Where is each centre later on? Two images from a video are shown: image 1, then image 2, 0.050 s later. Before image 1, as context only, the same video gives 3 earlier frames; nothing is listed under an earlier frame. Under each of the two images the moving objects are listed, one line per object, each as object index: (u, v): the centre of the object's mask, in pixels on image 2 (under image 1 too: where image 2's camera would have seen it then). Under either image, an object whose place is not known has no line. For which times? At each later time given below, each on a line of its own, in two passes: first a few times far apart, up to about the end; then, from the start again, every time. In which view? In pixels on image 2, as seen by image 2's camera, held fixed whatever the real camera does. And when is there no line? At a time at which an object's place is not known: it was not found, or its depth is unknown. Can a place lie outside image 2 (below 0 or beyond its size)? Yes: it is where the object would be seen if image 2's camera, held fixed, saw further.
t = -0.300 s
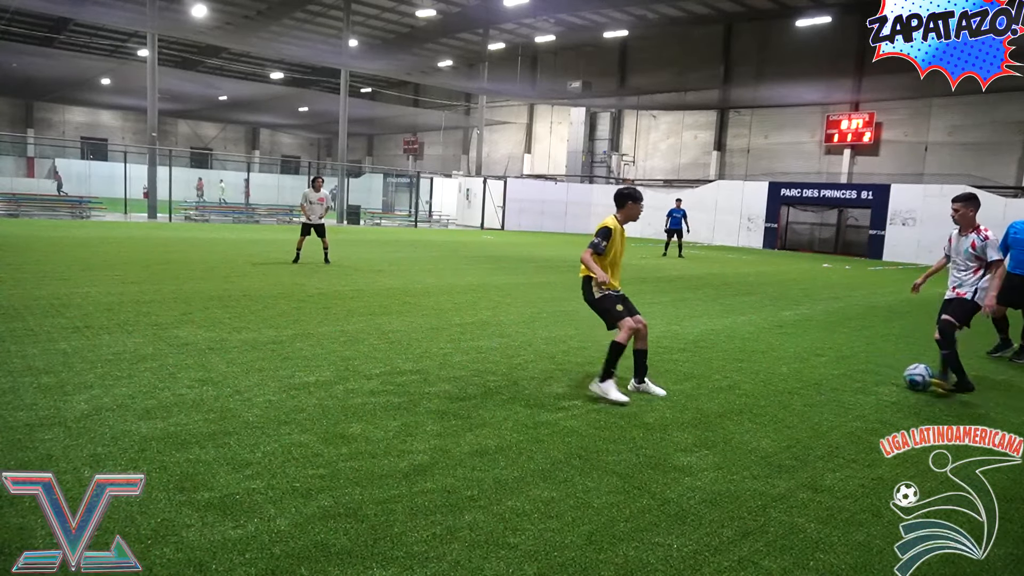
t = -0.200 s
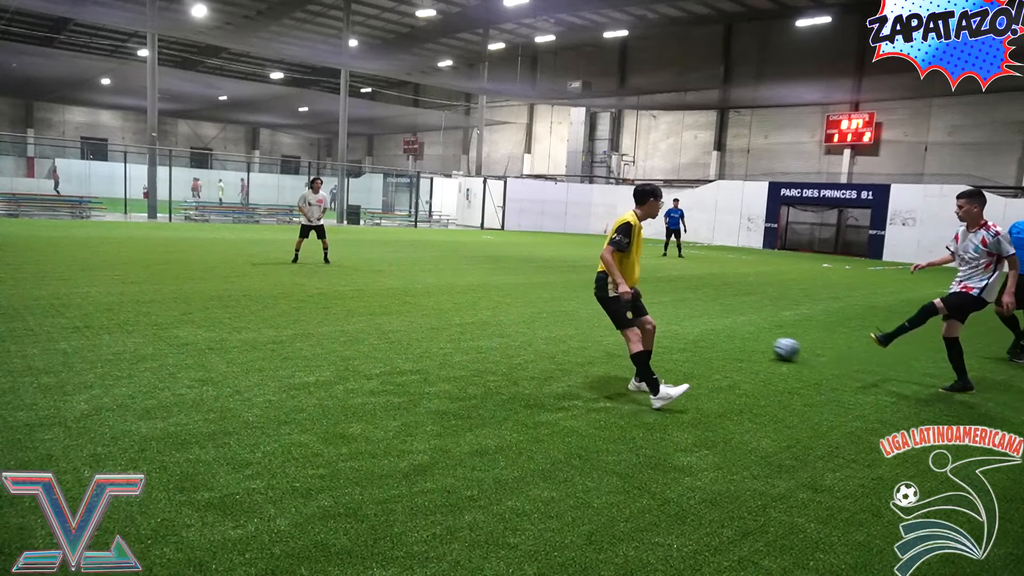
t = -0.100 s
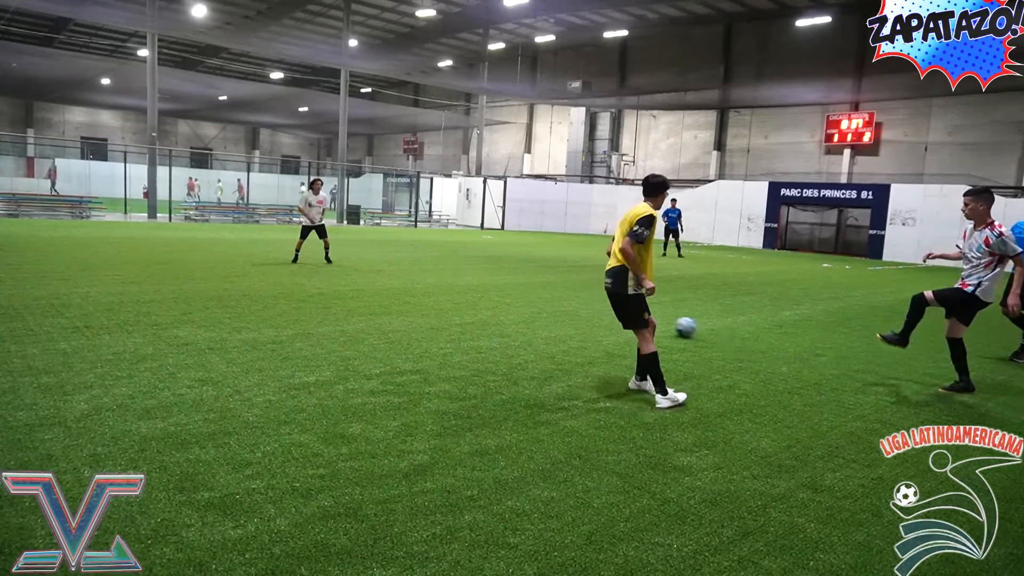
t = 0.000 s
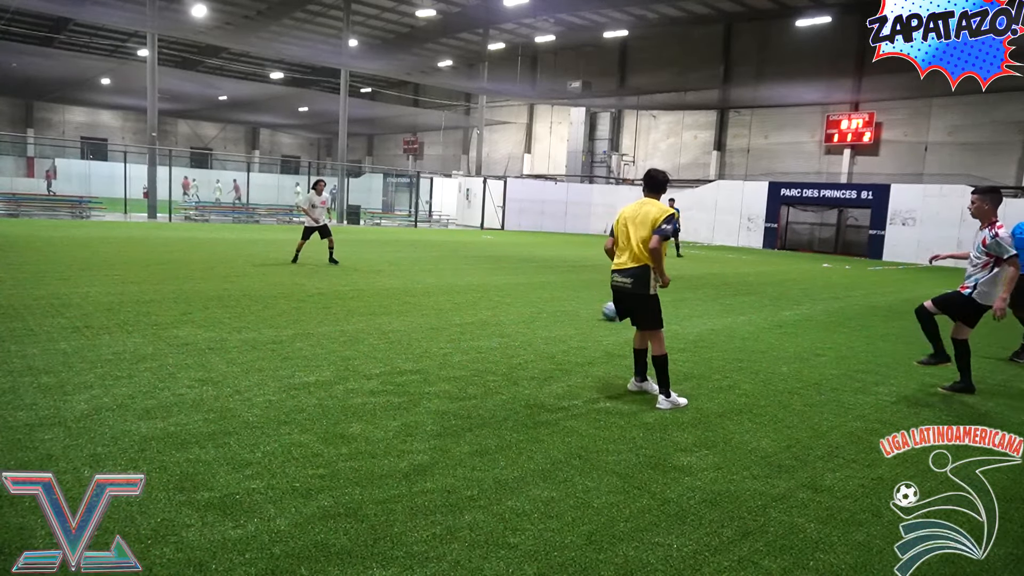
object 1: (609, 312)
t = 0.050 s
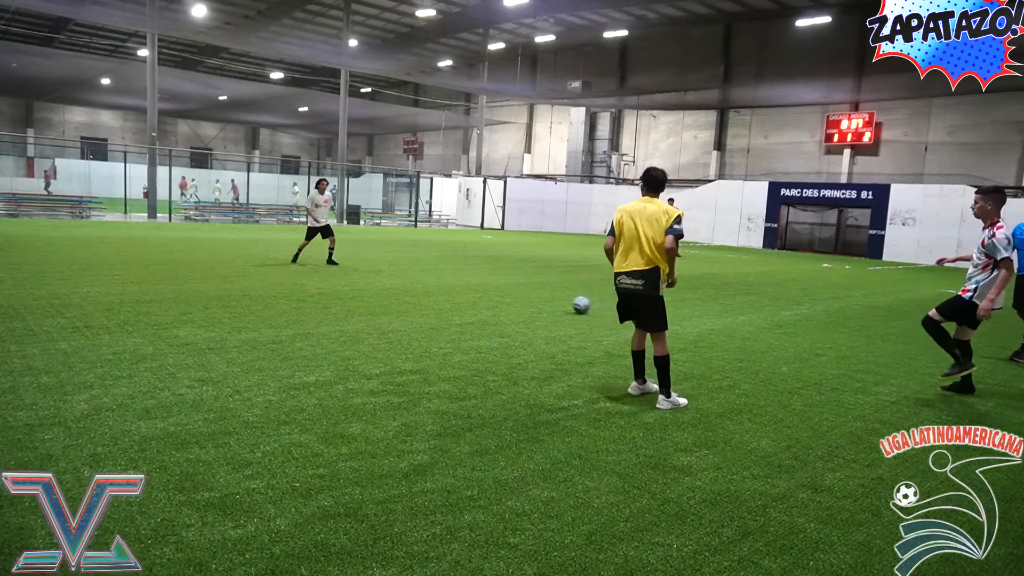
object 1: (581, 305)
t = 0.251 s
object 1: (494, 285)
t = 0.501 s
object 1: (427, 269)
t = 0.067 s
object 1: (572, 303)
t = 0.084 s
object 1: (564, 301)
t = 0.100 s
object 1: (556, 299)
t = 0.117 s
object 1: (547, 297)
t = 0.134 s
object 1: (540, 295)
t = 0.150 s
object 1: (532, 294)
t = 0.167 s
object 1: (525, 293)
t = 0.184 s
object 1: (519, 291)
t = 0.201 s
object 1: (512, 289)
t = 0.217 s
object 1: (506, 287)
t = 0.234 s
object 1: (501, 286)
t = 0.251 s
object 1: (494, 285)
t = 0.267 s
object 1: (488, 284)
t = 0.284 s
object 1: (483, 283)
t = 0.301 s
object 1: (478, 282)
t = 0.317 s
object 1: (473, 281)
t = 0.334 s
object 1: (468, 279)
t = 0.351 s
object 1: (464, 277)
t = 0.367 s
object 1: (459, 276)
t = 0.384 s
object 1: (454, 276)
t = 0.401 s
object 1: (450, 275)
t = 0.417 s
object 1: (446, 274)
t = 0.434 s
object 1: (442, 273)
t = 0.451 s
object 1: (438, 272)
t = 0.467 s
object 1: (434, 271)
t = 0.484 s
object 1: (431, 269)
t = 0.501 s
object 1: (427, 269)
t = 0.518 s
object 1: (424, 268)
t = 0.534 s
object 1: (420, 268)
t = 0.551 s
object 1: (417, 267)
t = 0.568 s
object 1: (414, 267)
